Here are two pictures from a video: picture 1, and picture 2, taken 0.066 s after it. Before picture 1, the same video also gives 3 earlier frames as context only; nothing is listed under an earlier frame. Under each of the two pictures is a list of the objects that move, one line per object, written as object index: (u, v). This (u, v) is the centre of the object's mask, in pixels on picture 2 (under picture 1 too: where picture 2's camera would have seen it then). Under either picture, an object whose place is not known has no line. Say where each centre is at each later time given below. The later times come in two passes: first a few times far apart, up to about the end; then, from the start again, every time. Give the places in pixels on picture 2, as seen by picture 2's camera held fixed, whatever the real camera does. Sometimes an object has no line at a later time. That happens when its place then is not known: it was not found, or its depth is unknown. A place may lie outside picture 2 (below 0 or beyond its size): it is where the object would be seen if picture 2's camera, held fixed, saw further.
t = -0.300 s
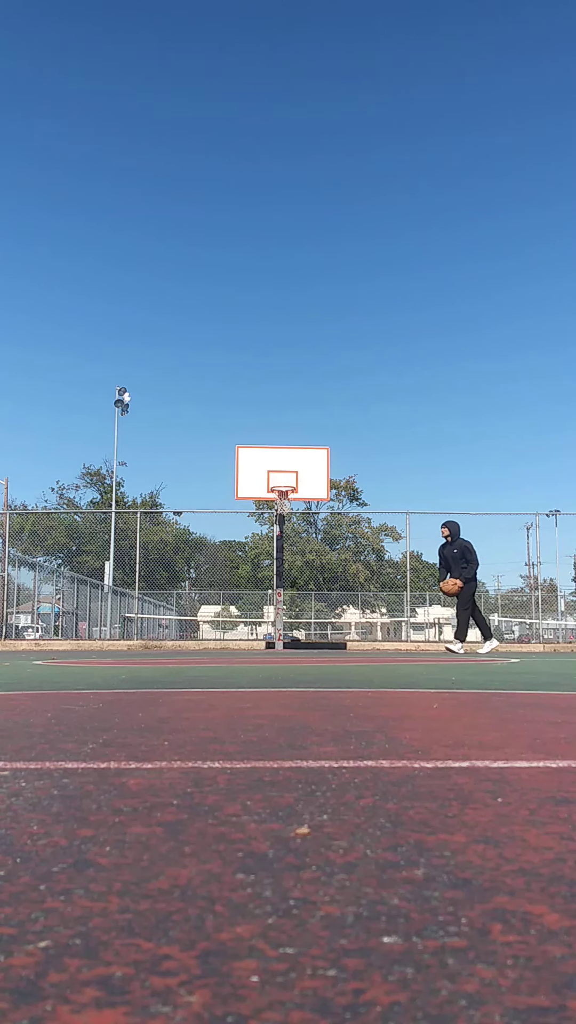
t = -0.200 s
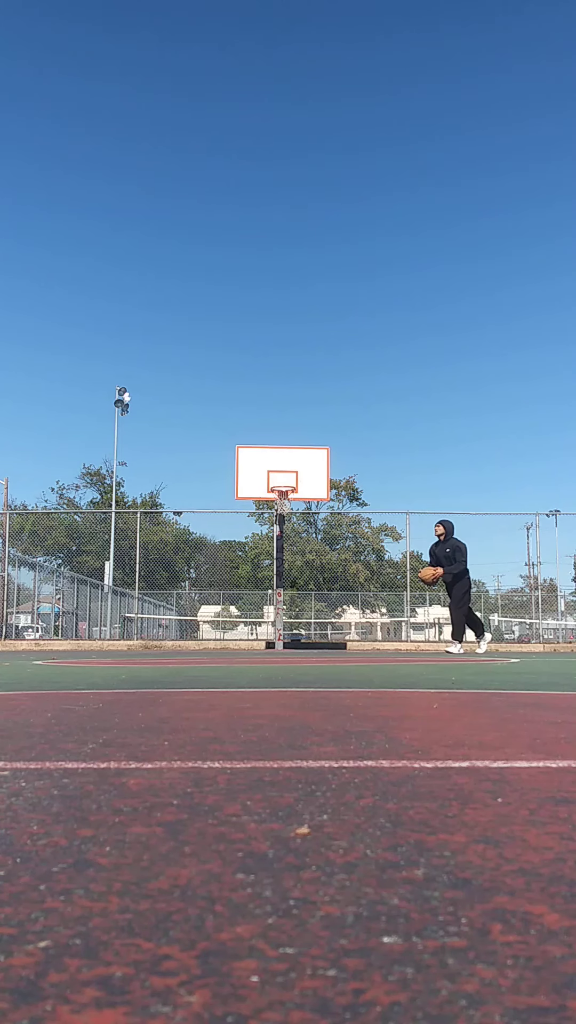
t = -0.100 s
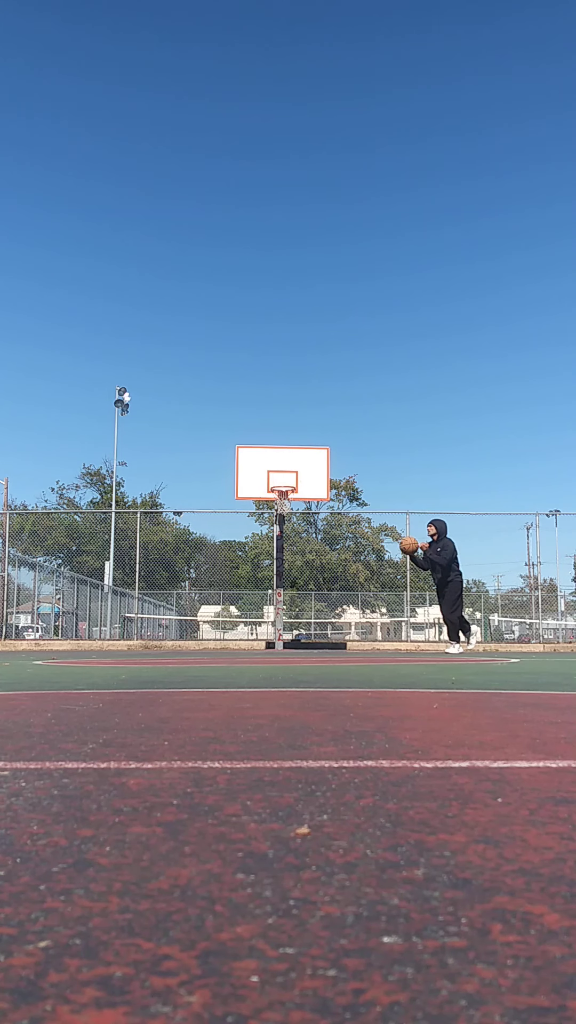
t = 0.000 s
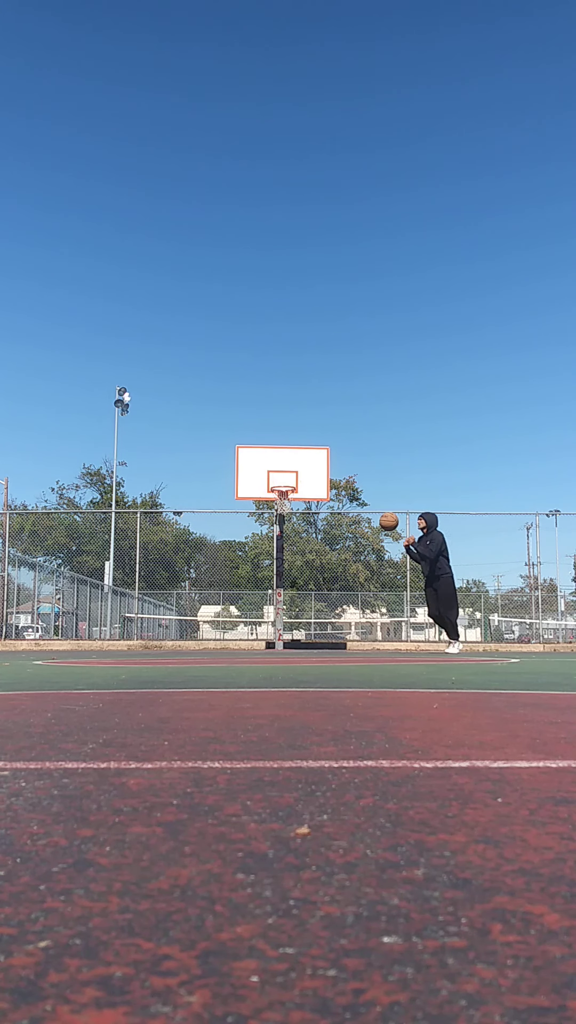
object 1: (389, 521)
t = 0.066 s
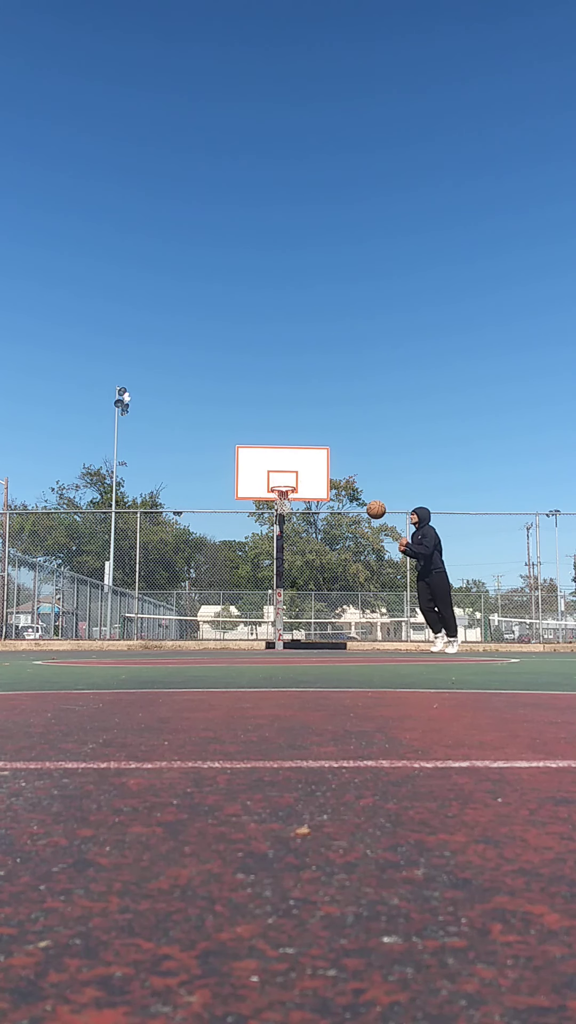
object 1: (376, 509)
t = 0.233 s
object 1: (344, 493)
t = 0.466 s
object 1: (298, 506)
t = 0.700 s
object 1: (251, 562)
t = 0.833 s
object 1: (222, 616)
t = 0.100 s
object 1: (369, 505)
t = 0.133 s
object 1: (363, 500)
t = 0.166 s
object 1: (357, 497)
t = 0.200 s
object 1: (350, 495)
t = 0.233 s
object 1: (344, 493)
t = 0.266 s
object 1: (337, 493)
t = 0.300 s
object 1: (331, 492)
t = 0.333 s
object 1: (325, 494)
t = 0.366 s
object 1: (318, 495)
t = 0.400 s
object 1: (312, 498)
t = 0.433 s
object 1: (305, 501)
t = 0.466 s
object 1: (298, 506)
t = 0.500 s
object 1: (292, 511)
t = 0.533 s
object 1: (286, 518)
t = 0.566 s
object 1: (278, 525)
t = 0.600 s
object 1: (271, 532)
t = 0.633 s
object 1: (264, 542)
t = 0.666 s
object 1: (258, 551)
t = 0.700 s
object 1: (251, 562)
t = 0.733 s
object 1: (244, 574)
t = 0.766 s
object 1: (236, 587)
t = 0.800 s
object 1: (229, 601)
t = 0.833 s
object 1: (222, 616)
